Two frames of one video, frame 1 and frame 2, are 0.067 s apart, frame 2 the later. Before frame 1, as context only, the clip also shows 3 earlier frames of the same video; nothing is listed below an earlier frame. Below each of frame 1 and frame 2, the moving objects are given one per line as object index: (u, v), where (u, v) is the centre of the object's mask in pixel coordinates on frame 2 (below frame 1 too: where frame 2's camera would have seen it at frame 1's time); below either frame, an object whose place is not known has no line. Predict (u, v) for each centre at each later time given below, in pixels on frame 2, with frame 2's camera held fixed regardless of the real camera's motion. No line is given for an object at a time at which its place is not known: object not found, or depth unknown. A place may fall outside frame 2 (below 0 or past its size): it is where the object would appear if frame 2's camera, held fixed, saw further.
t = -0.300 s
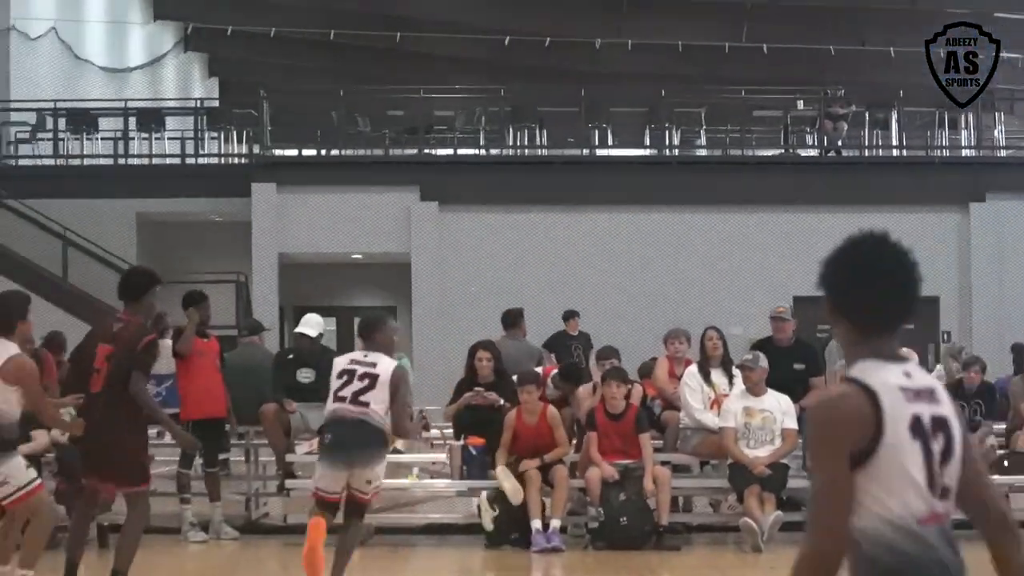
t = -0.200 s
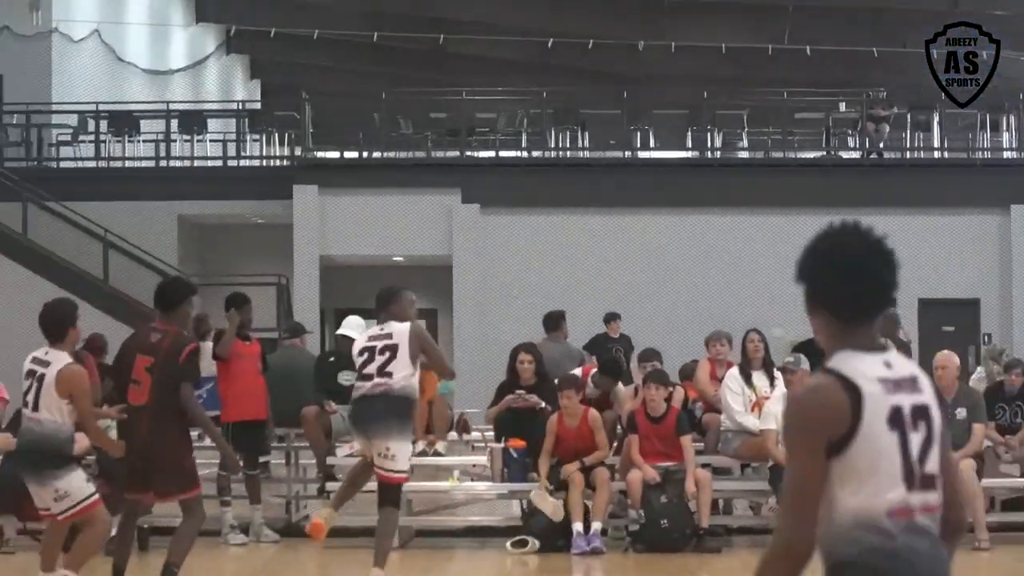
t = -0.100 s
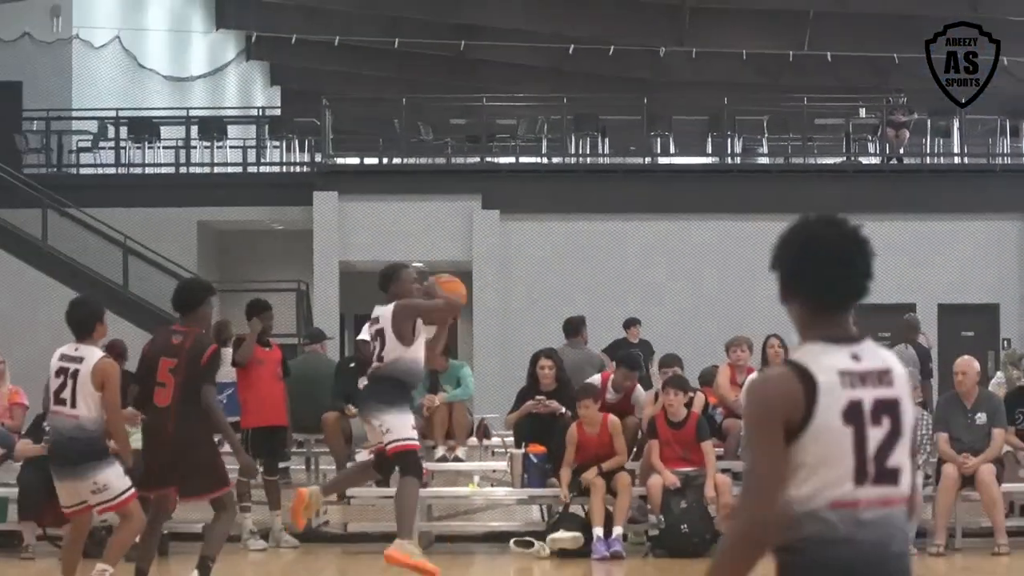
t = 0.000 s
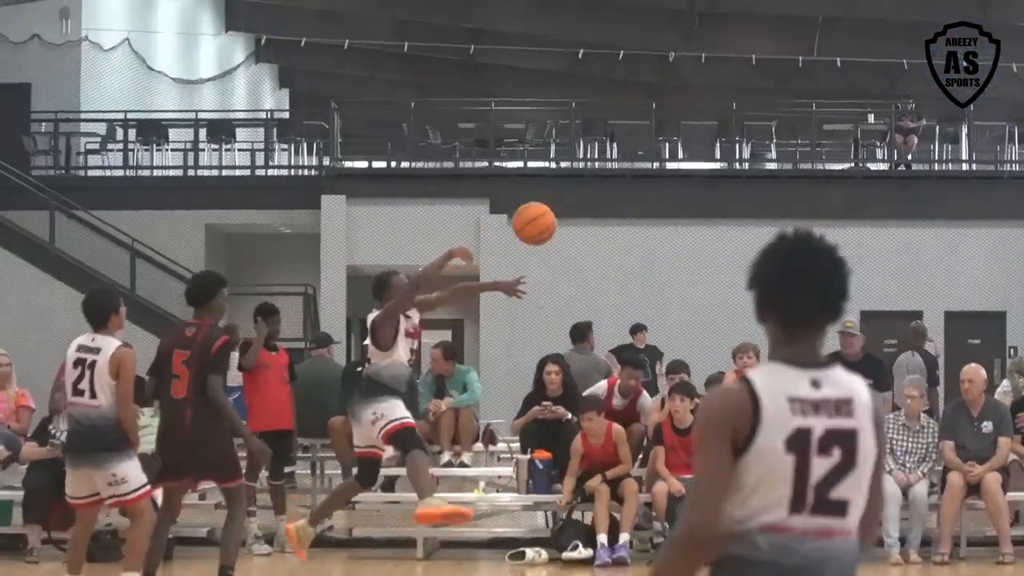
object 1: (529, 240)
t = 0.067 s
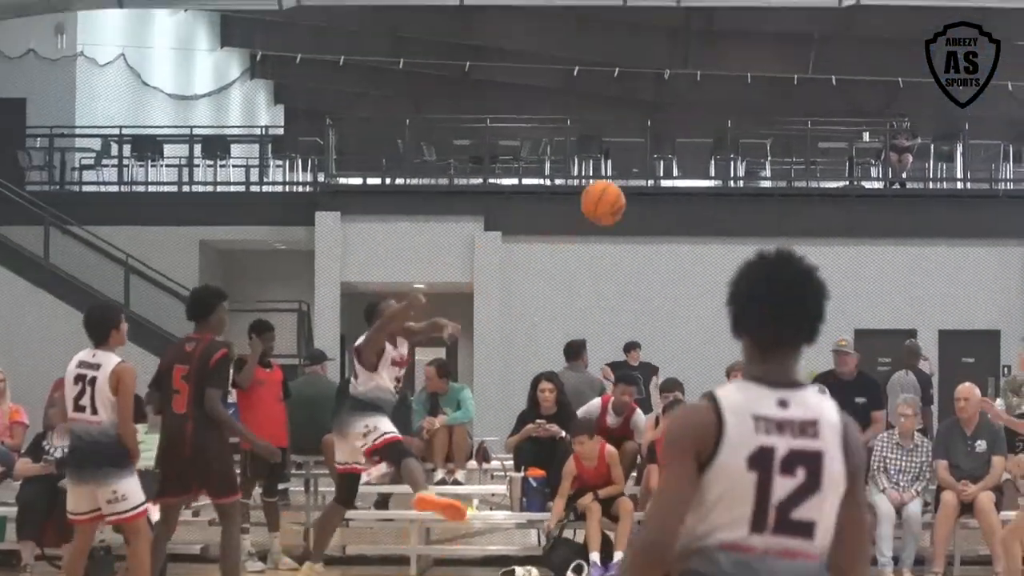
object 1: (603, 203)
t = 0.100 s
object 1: (640, 186)
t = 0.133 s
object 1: (677, 171)
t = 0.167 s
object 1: (714, 158)
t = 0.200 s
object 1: (745, 148)
